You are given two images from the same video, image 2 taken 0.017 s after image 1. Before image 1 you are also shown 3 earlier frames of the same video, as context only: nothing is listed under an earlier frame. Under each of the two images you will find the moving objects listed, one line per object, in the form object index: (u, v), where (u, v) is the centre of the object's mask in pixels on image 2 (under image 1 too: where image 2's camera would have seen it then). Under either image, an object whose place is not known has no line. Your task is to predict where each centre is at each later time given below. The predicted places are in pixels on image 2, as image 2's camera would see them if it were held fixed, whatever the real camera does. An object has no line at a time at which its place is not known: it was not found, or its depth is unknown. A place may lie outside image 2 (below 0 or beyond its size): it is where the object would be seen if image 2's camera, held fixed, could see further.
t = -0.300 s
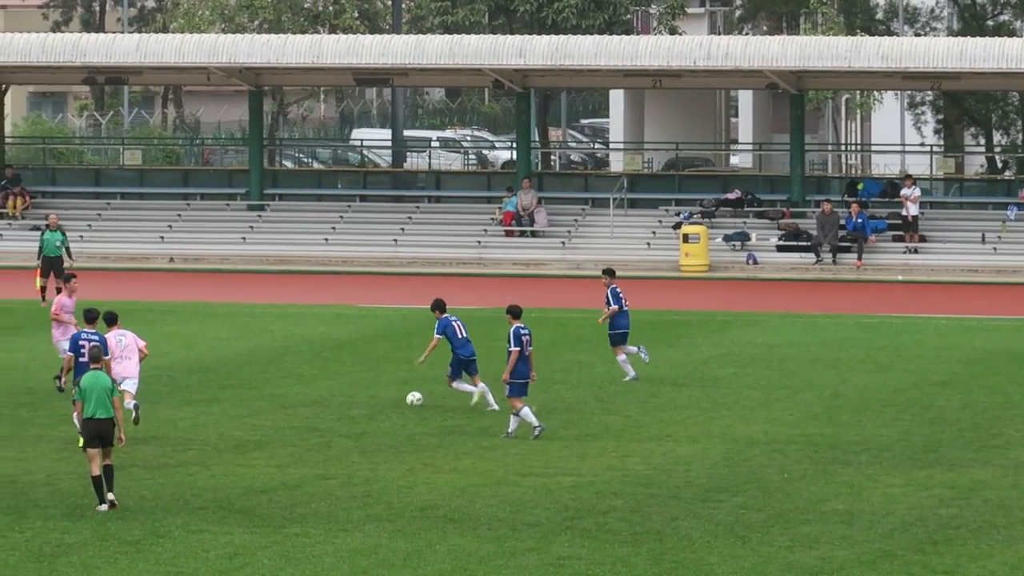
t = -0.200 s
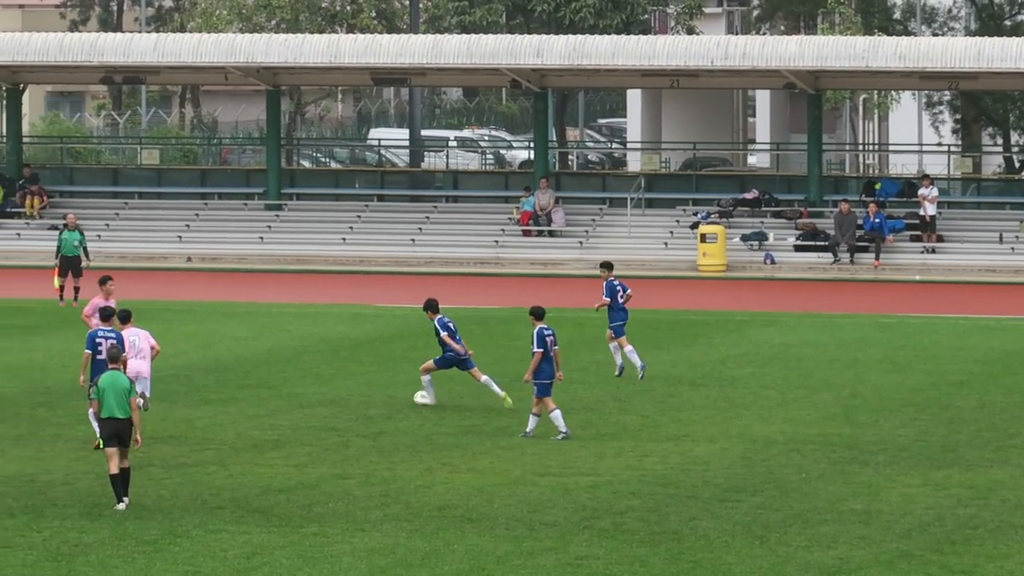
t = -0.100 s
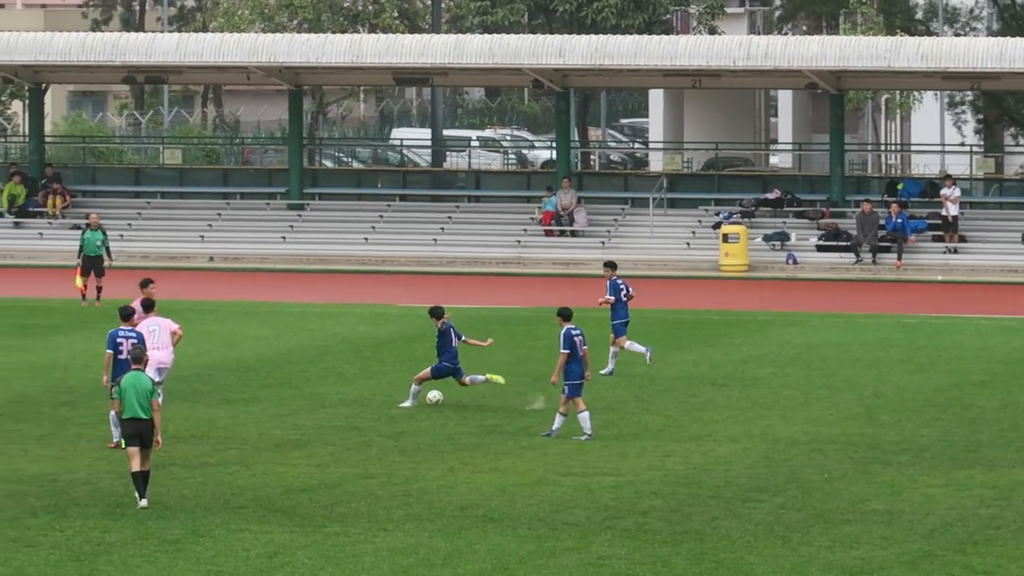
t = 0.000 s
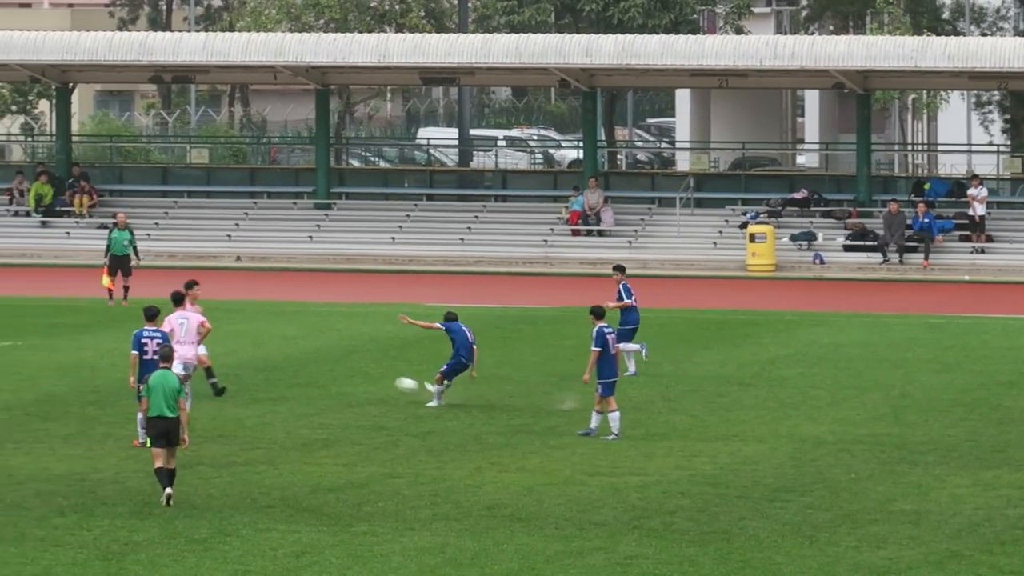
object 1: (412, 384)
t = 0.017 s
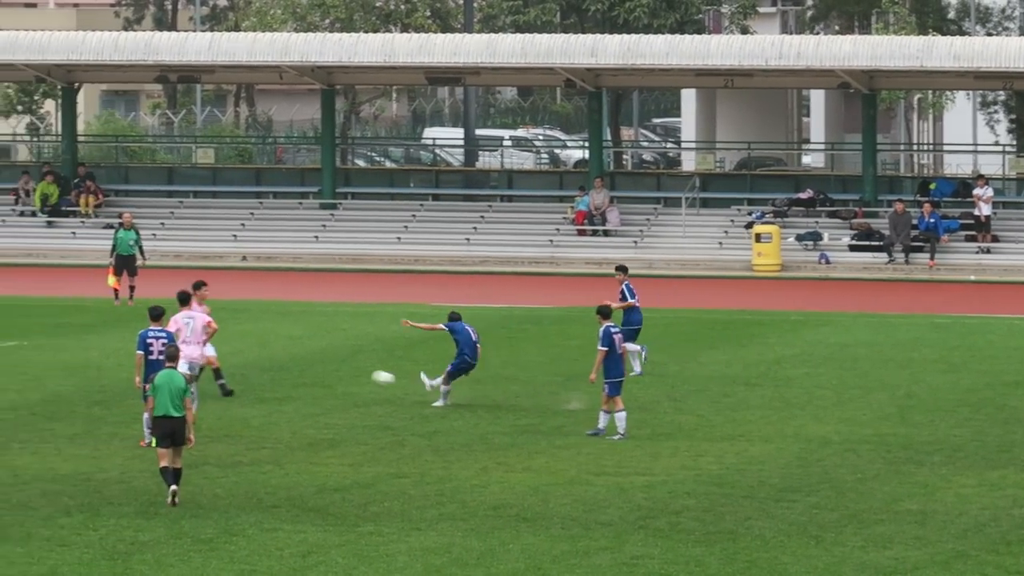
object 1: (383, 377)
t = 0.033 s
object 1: (355, 370)
